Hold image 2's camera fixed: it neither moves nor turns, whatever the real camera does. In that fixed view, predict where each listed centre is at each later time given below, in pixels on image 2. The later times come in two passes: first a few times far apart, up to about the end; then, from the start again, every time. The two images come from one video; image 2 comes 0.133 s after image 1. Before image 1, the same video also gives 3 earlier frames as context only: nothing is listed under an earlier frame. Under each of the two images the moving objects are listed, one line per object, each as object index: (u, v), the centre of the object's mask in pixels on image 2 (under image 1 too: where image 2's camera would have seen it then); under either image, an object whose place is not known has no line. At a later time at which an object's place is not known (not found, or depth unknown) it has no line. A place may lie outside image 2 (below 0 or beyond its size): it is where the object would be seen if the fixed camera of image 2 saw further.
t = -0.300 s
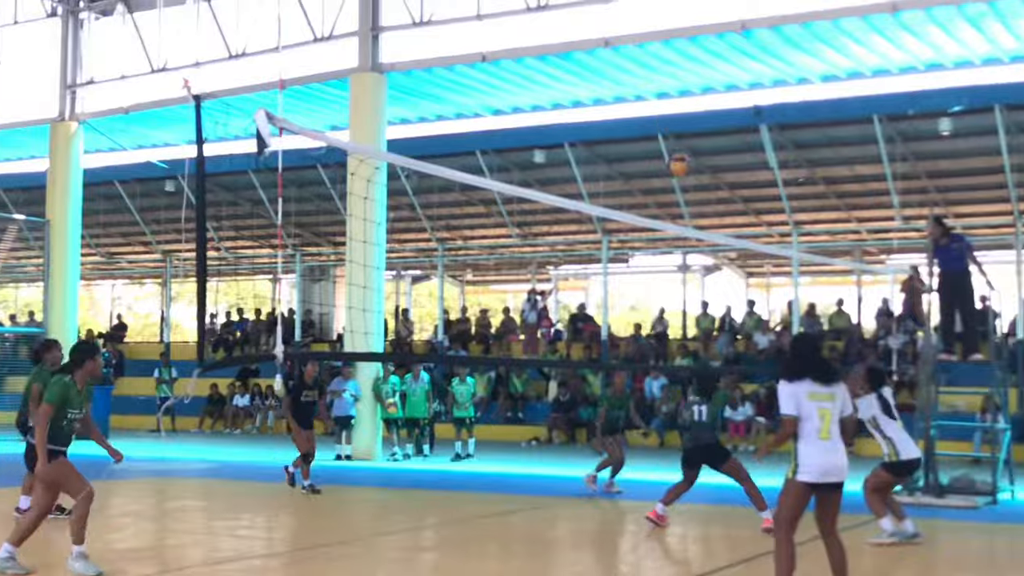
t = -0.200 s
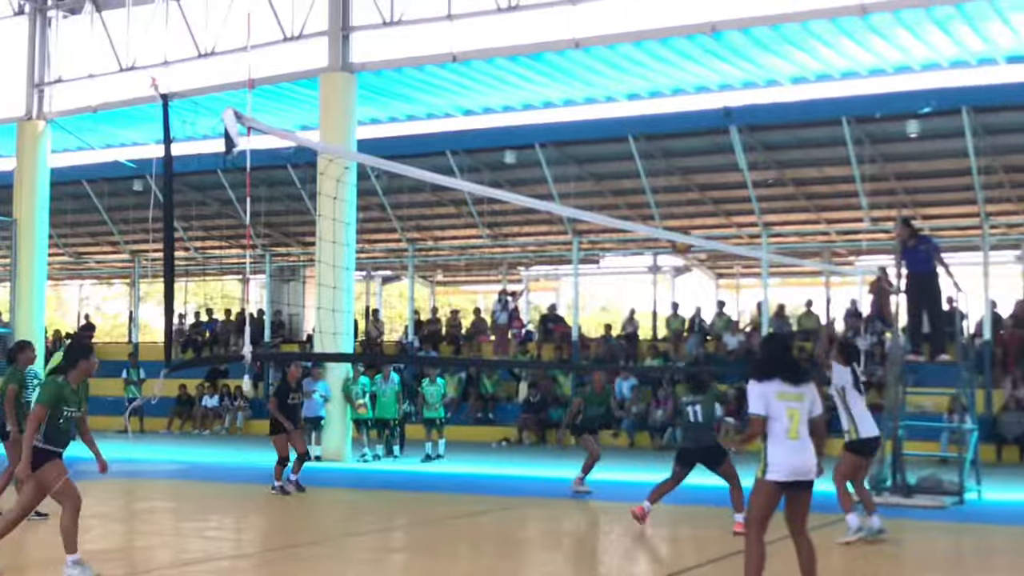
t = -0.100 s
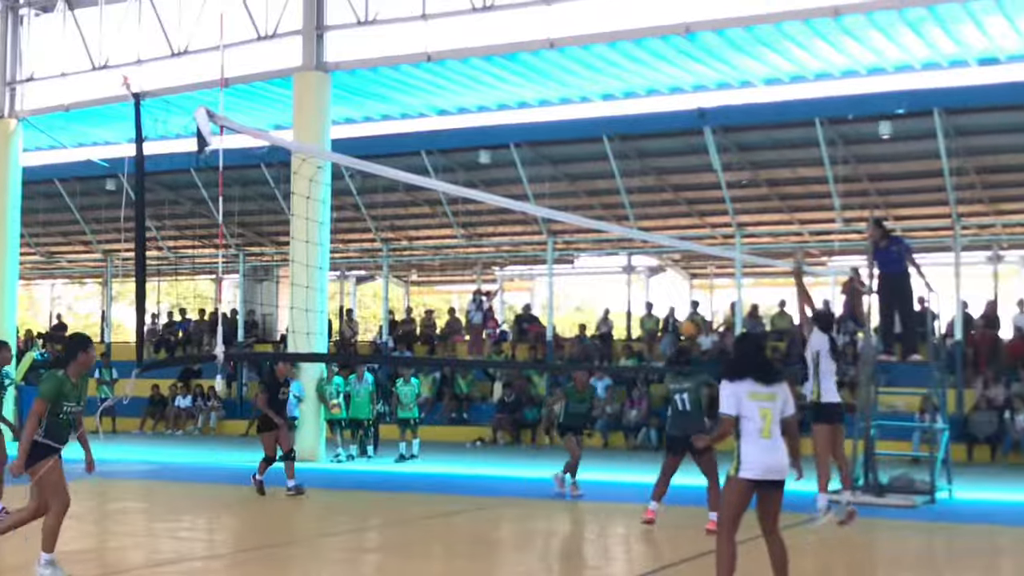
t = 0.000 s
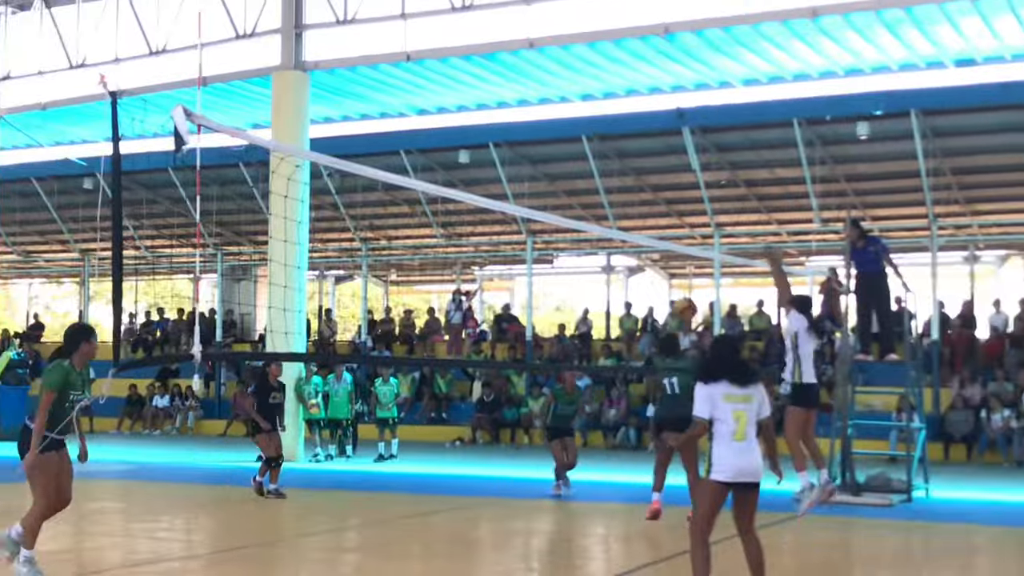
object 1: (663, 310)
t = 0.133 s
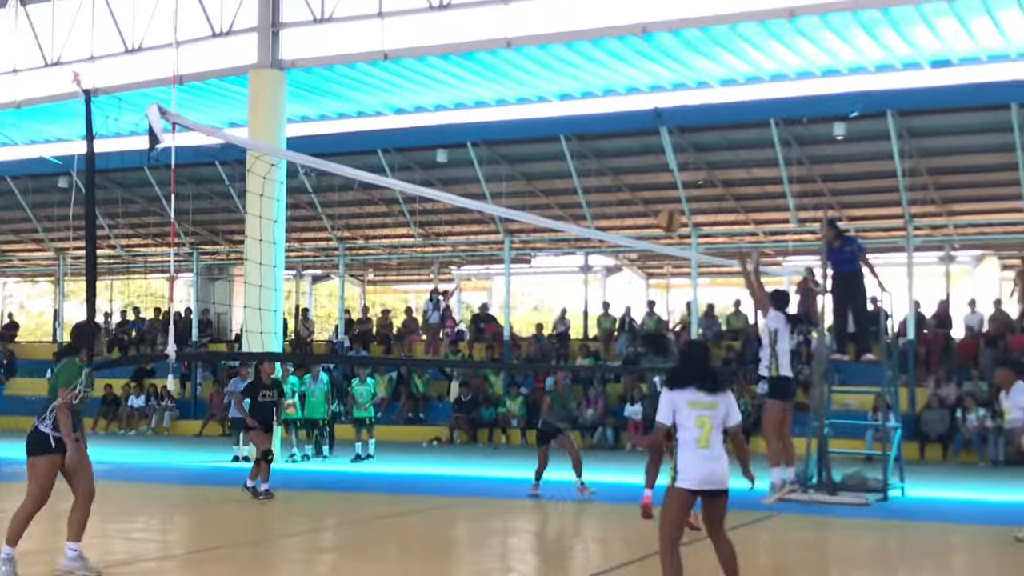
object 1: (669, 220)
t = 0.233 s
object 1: (676, 170)
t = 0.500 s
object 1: (686, 96)
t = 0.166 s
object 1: (670, 201)
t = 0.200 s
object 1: (673, 186)
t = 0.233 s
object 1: (676, 170)
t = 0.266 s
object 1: (676, 155)
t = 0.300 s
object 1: (678, 141)
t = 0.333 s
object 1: (679, 132)
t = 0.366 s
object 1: (681, 123)
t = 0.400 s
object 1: (682, 114)
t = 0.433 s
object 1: (684, 107)
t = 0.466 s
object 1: (685, 100)
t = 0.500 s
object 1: (686, 96)
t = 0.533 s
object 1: (687, 92)
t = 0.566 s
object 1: (689, 89)
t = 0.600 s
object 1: (690, 87)
